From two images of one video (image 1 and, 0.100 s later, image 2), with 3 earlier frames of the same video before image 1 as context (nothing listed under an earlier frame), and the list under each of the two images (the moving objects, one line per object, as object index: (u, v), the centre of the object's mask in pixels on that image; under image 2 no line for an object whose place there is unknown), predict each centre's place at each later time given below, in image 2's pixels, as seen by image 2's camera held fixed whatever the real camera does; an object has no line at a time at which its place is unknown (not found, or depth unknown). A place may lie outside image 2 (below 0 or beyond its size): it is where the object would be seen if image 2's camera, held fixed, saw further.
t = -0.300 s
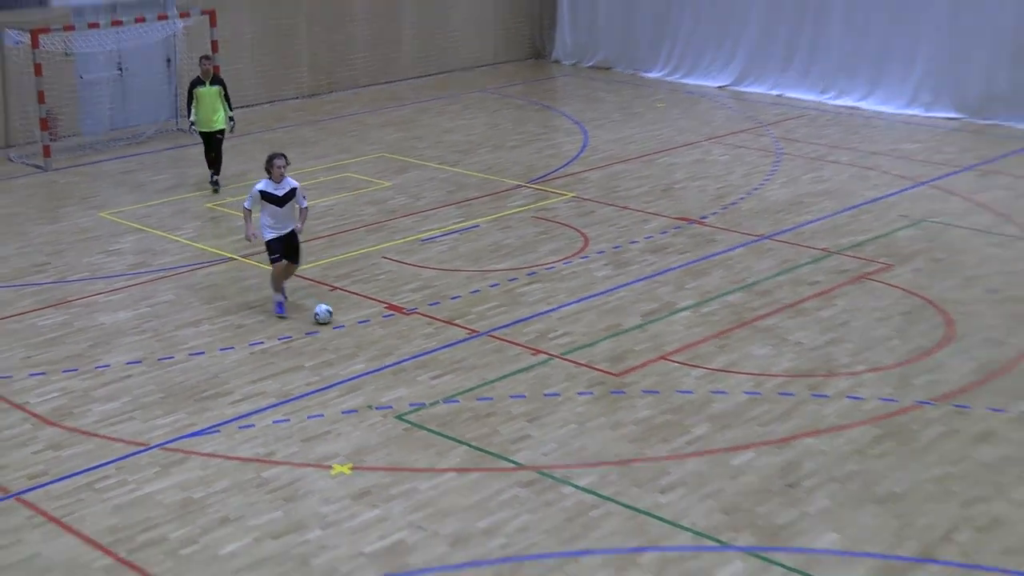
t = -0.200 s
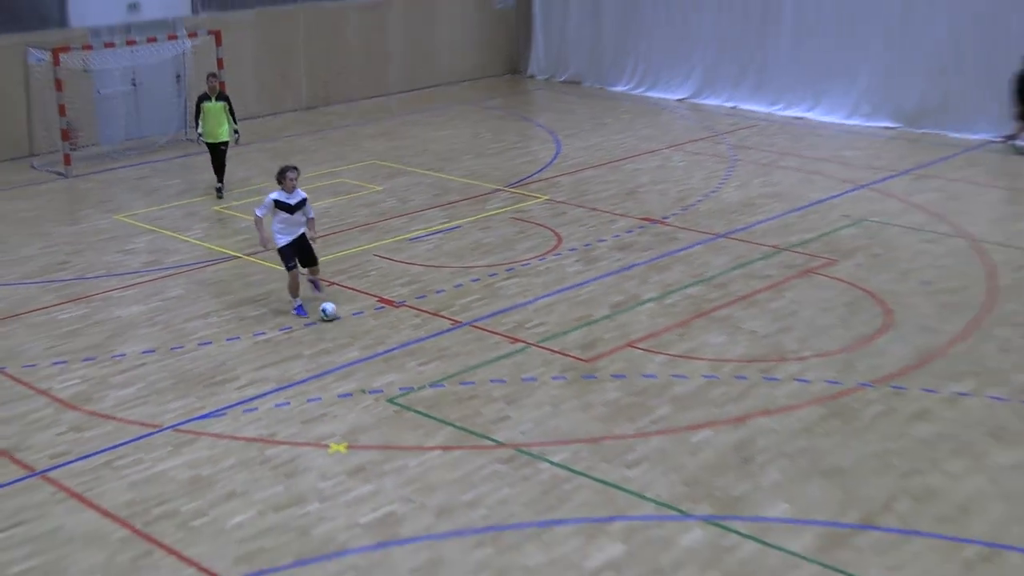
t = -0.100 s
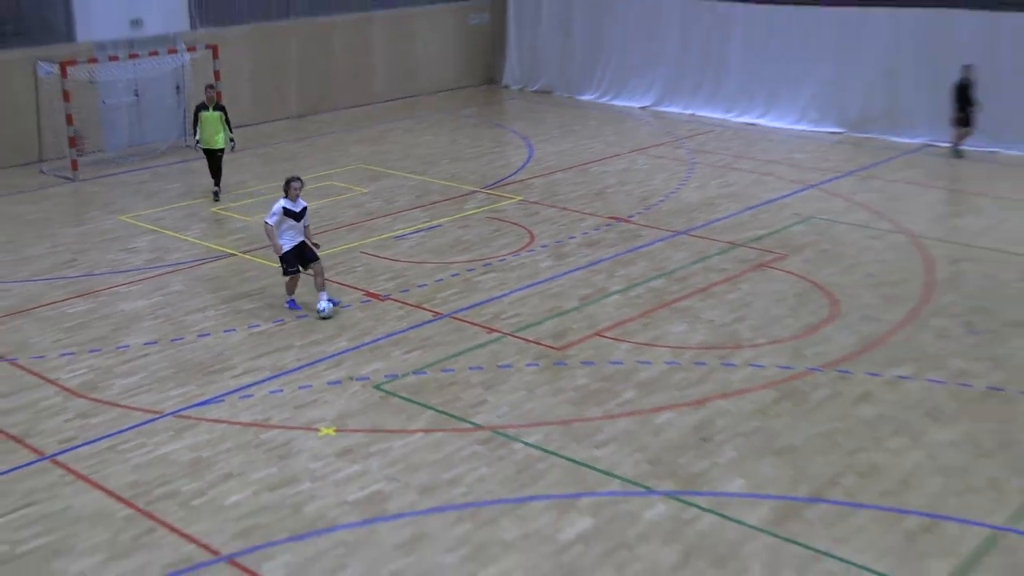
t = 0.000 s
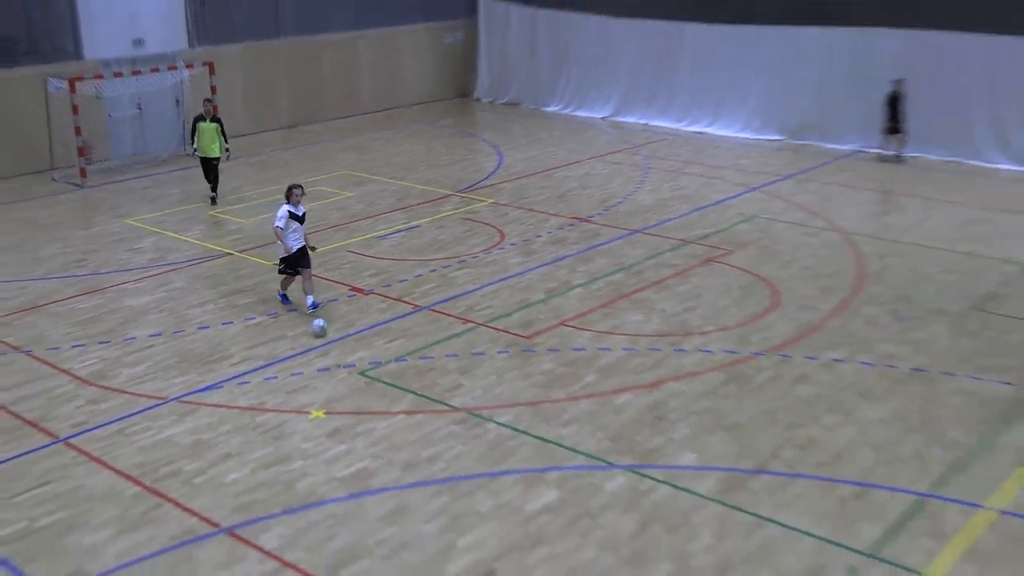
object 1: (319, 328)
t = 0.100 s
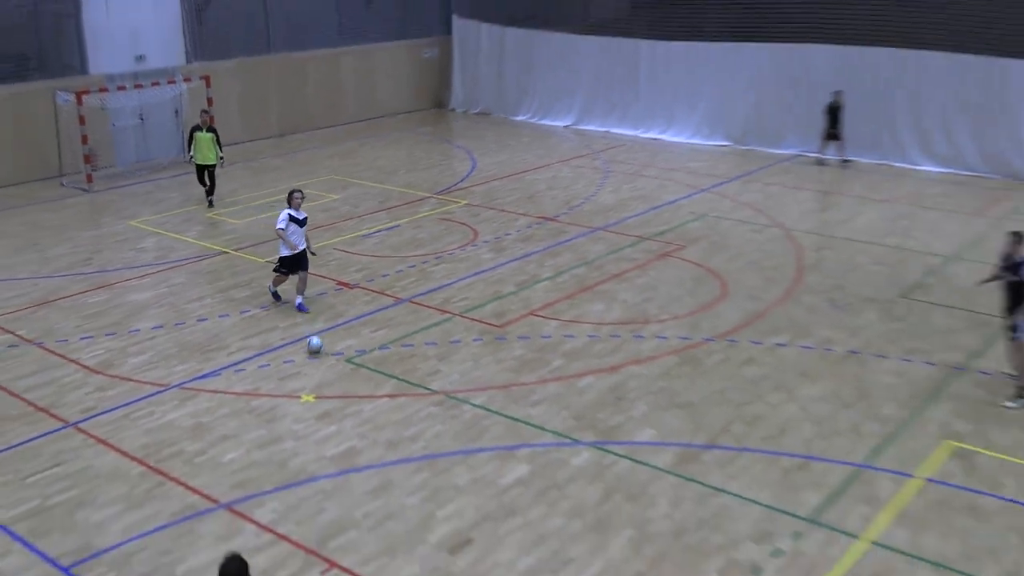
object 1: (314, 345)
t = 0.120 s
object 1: (315, 350)
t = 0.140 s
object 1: (317, 356)
